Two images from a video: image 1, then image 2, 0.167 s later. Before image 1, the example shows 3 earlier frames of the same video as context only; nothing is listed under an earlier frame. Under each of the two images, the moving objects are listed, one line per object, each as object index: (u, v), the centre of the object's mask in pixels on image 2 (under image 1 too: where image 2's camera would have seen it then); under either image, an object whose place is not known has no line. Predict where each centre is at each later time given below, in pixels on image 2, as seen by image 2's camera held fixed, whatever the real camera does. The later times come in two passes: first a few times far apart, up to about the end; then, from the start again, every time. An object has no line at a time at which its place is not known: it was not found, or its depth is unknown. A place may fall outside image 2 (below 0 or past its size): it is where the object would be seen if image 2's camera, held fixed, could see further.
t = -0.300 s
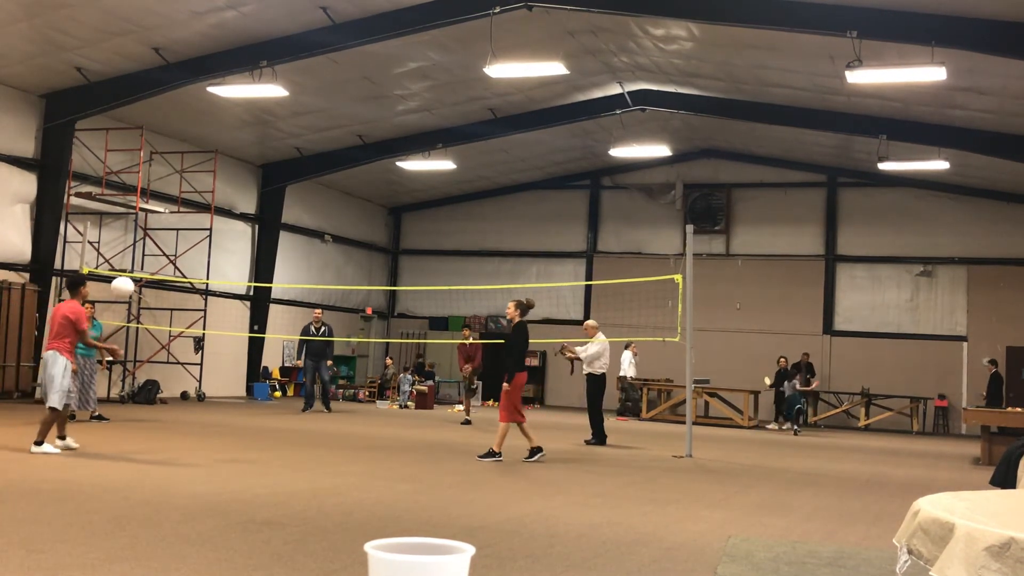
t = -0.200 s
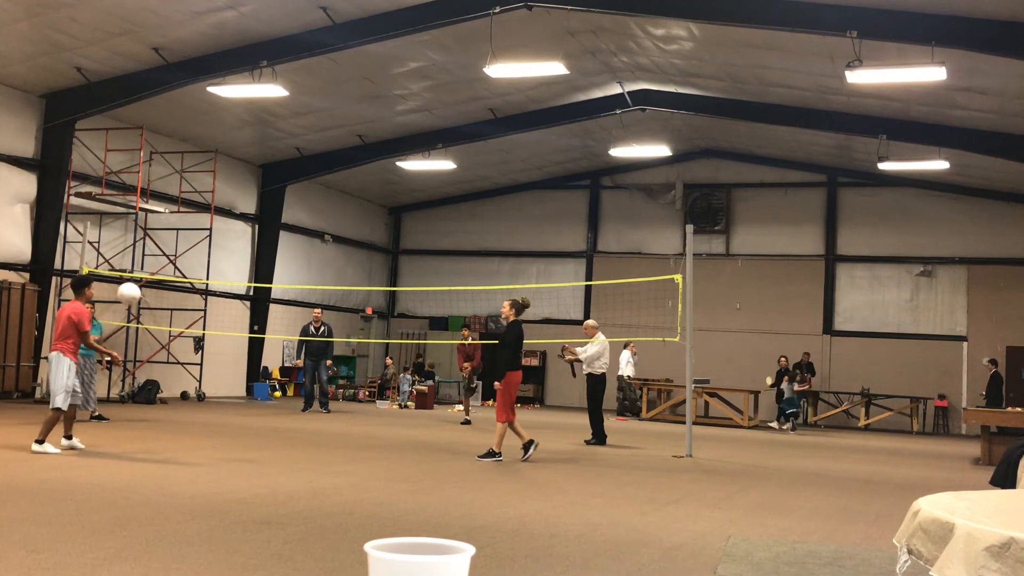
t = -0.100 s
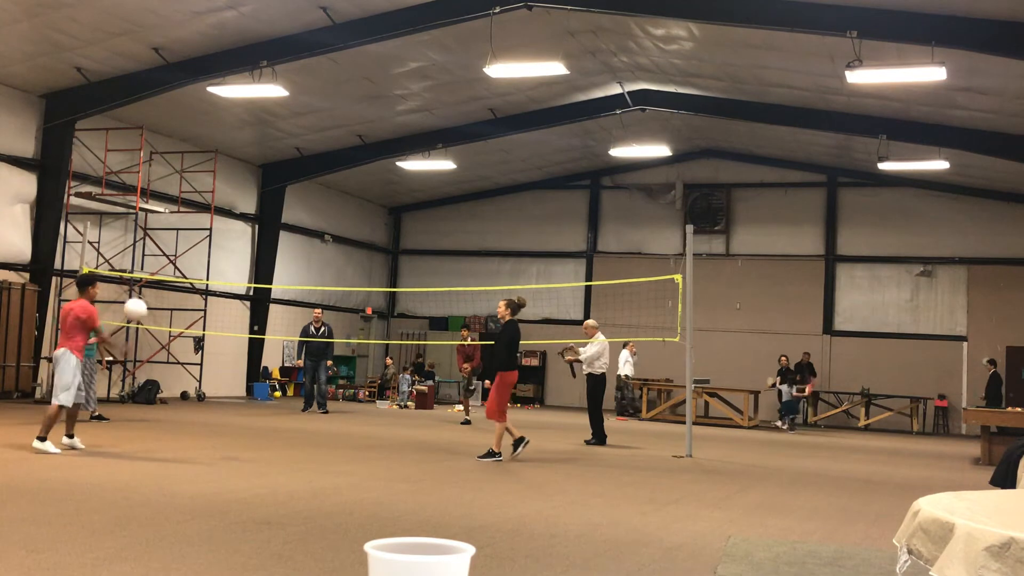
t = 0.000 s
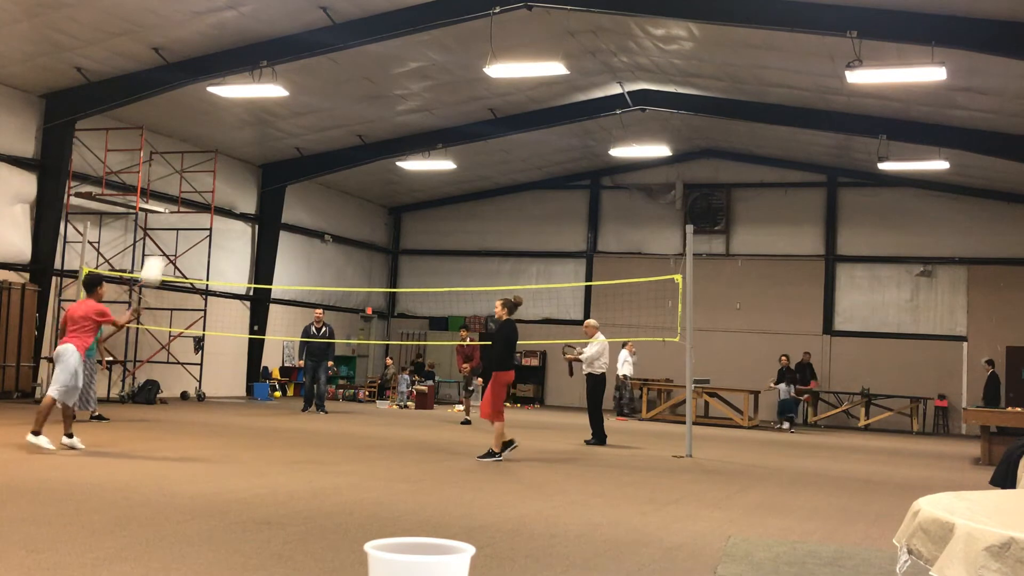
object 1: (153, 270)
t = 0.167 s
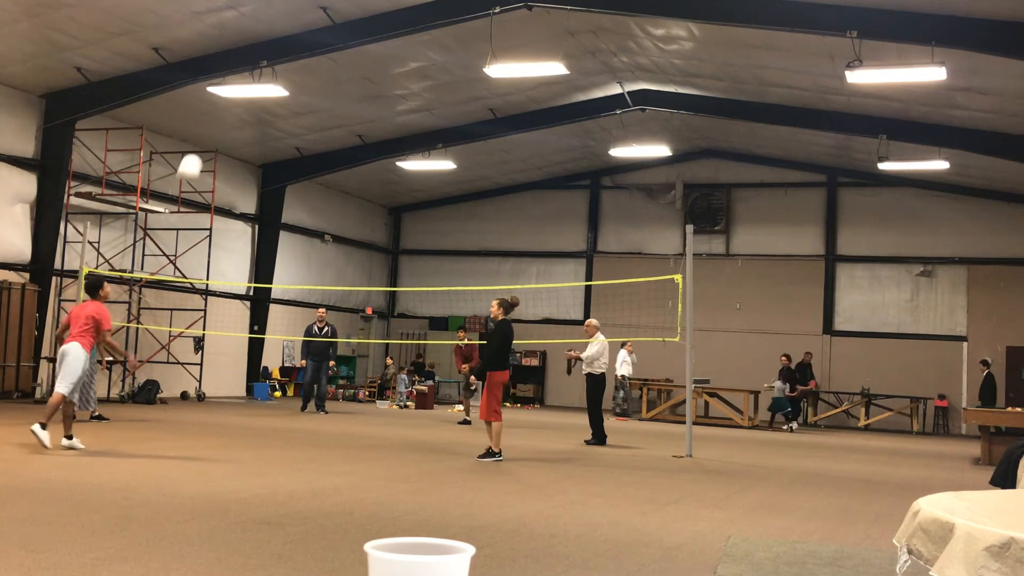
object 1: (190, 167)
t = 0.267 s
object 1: (210, 122)
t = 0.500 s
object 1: (251, 55)
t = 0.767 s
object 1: (292, 42)
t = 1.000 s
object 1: (322, 81)
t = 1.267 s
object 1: (352, 181)
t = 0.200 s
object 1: (197, 151)
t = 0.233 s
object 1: (203, 137)
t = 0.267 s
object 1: (210, 122)
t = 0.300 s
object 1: (216, 110)
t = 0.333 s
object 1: (221, 99)
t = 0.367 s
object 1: (229, 84)
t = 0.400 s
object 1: (235, 76)
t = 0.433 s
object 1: (241, 67)
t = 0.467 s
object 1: (246, 61)
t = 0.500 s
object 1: (251, 55)
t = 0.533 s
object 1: (257, 50)
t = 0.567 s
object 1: (262, 46)
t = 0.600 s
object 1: (267, 43)
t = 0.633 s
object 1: (273, 40)
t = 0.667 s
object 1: (278, 39)
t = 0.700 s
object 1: (283, 39)
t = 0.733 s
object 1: (287, 40)
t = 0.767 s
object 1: (292, 42)
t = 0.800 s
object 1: (297, 45)
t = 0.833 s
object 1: (301, 48)
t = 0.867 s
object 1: (306, 53)
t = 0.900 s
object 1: (310, 58)
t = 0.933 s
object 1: (314, 65)
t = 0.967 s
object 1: (318, 73)
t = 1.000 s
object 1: (322, 81)
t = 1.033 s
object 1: (326, 90)
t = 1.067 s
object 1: (330, 100)
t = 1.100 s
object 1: (334, 111)
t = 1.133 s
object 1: (338, 124)
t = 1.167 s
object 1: (341, 137)
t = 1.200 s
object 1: (344, 150)
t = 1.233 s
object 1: (348, 165)
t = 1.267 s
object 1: (352, 181)
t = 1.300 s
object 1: (355, 197)
